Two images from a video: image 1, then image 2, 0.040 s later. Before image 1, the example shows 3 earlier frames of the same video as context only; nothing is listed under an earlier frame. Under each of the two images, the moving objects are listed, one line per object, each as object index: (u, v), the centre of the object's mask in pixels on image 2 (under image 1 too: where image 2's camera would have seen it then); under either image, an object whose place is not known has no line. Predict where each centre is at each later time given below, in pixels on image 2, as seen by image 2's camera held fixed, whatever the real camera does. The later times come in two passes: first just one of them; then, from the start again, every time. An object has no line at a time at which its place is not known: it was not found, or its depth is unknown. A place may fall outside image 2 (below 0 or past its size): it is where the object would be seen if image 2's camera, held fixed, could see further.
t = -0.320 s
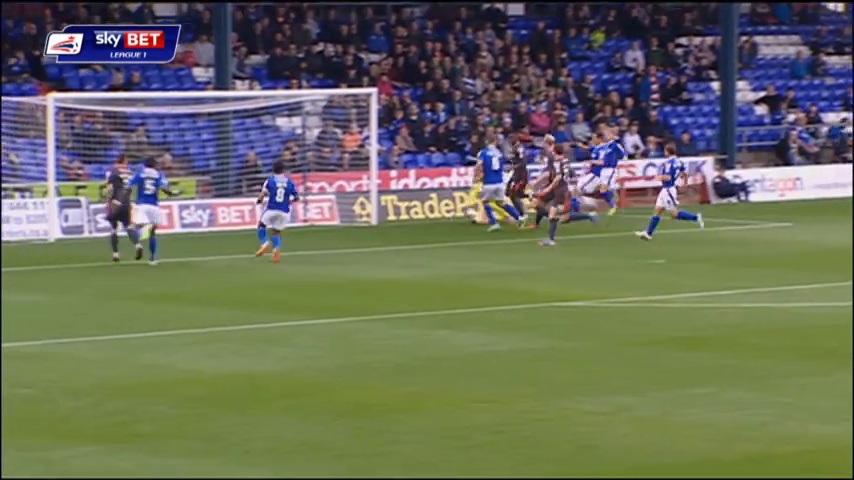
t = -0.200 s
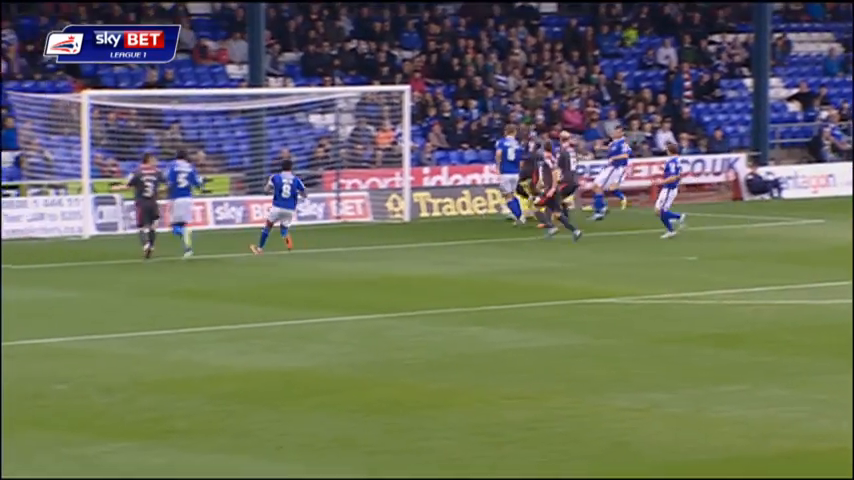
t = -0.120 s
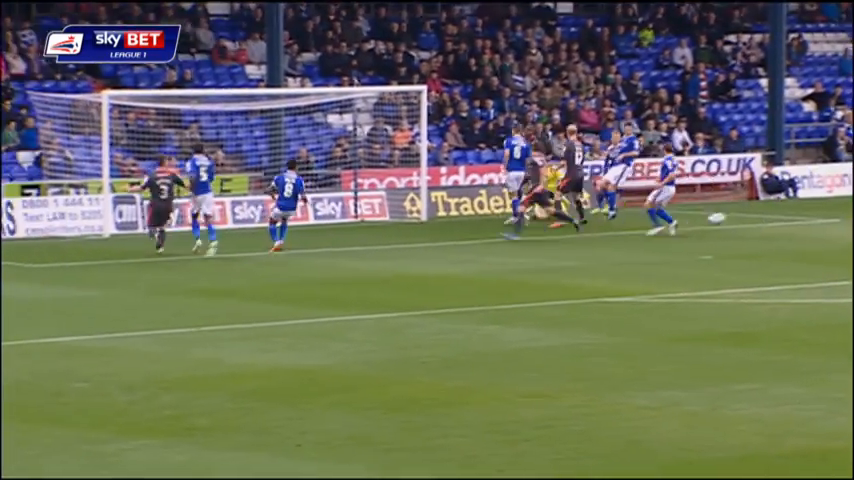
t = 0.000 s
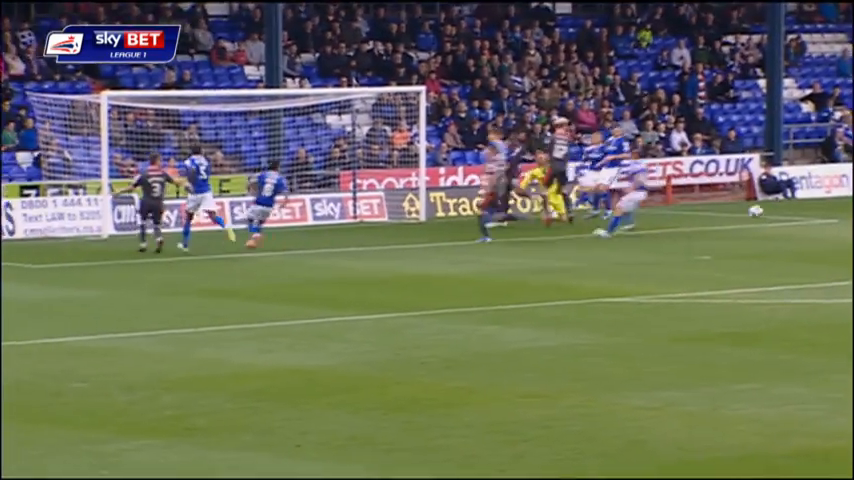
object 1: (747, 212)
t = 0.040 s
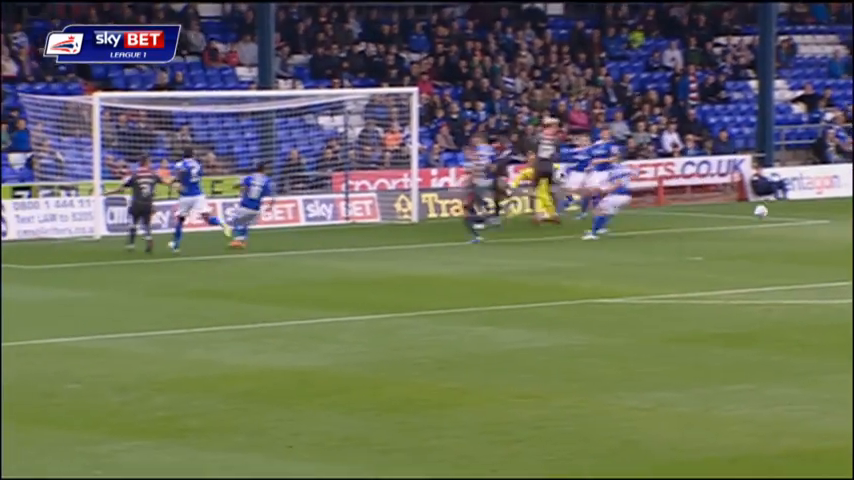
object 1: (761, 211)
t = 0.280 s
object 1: (843, 223)
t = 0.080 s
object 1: (774, 211)
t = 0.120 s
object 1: (787, 212)
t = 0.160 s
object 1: (801, 214)
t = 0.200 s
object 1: (814, 216)
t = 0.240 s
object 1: (828, 219)
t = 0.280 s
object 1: (843, 223)
